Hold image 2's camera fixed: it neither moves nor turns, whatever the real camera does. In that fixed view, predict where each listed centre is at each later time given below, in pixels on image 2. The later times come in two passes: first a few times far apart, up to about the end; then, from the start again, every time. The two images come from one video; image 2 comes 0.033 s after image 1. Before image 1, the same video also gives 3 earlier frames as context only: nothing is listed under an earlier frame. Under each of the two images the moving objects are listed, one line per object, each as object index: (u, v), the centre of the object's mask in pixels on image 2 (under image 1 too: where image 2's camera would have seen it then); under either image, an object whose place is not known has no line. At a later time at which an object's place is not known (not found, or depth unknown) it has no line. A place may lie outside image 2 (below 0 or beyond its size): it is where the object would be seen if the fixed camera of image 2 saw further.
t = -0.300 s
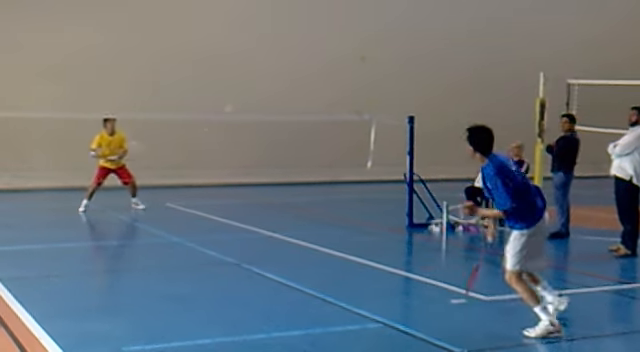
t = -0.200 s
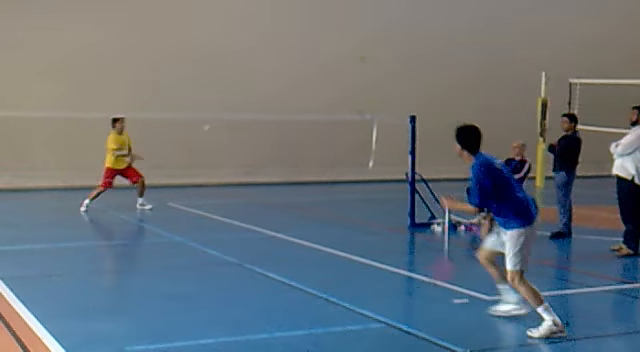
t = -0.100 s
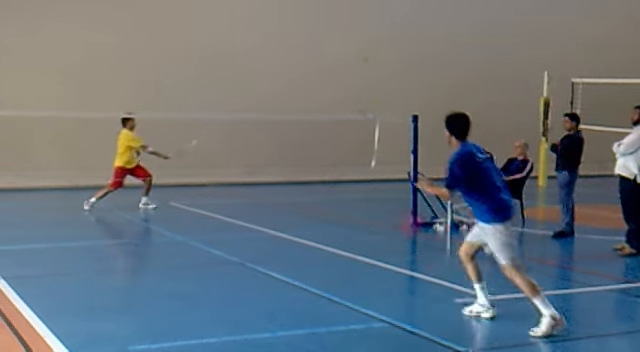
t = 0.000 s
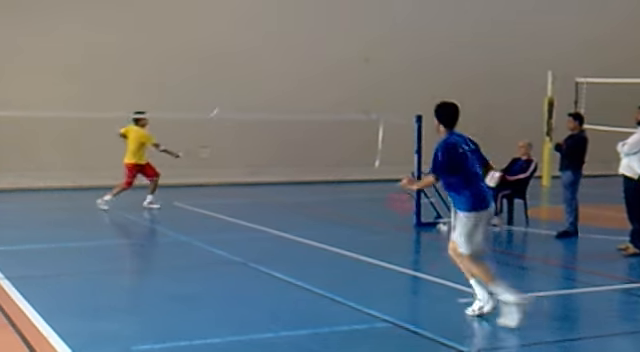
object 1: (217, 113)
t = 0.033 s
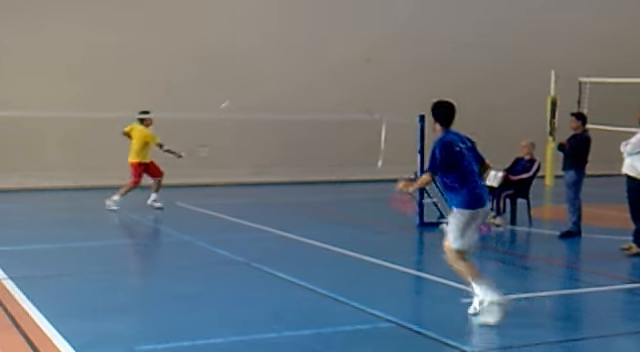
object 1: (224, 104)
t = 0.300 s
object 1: (265, 73)
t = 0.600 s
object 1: (302, 105)
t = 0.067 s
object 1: (230, 98)
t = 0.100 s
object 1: (235, 91)
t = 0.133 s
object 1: (242, 85)
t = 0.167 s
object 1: (246, 81)
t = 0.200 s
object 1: (251, 78)
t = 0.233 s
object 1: (256, 76)
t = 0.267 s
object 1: (261, 74)
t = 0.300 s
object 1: (265, 73)
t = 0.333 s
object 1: (270, 74)
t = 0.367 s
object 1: (275, 75)
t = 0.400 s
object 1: (279, 76)
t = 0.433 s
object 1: (283, 79)
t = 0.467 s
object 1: (287, 82)
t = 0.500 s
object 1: (291, 87)
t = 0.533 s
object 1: (295, 92)
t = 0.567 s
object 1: (298, 98)
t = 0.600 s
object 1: (302, 105)
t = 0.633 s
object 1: (306, 113)
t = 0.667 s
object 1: (309, 122)
